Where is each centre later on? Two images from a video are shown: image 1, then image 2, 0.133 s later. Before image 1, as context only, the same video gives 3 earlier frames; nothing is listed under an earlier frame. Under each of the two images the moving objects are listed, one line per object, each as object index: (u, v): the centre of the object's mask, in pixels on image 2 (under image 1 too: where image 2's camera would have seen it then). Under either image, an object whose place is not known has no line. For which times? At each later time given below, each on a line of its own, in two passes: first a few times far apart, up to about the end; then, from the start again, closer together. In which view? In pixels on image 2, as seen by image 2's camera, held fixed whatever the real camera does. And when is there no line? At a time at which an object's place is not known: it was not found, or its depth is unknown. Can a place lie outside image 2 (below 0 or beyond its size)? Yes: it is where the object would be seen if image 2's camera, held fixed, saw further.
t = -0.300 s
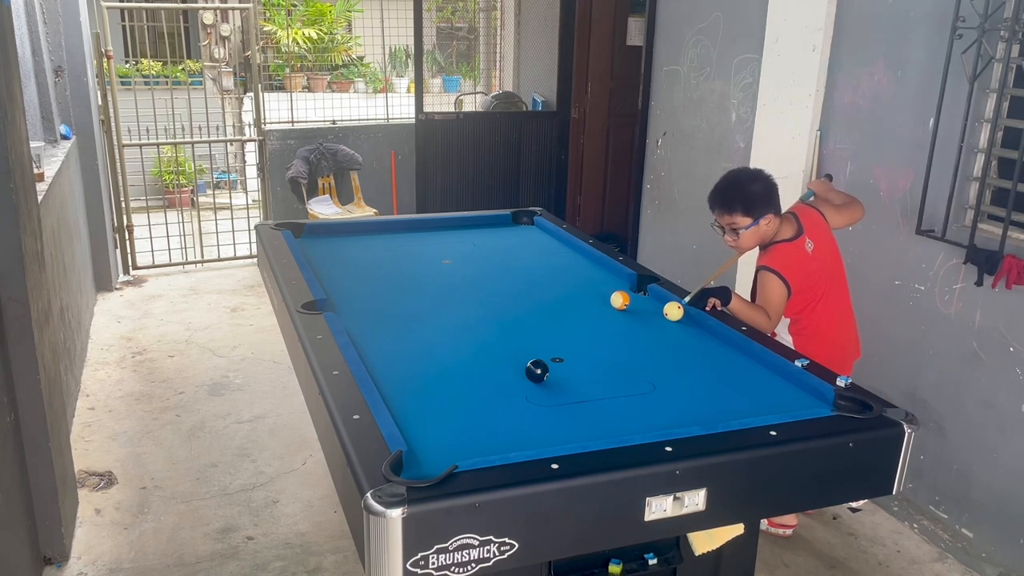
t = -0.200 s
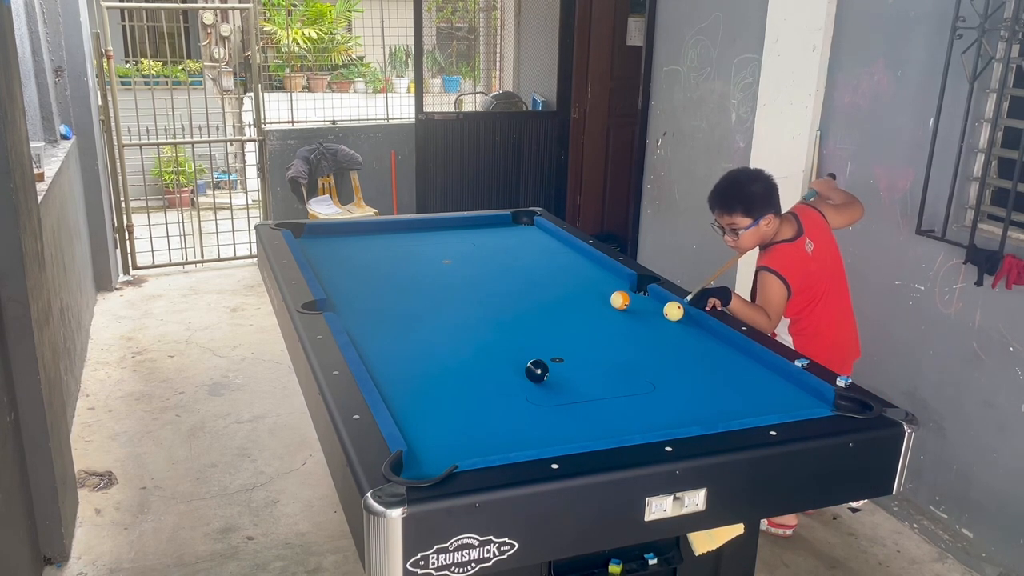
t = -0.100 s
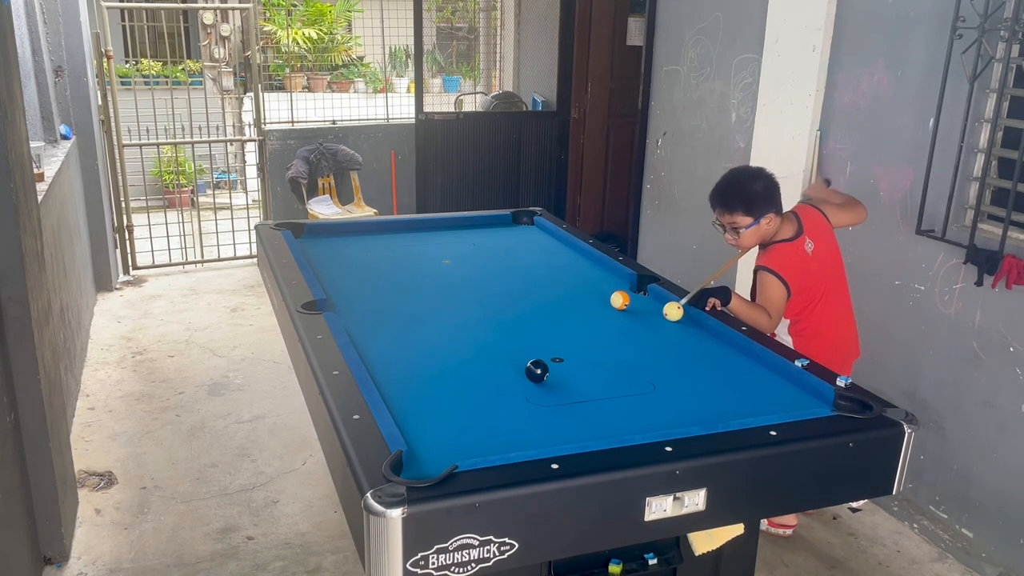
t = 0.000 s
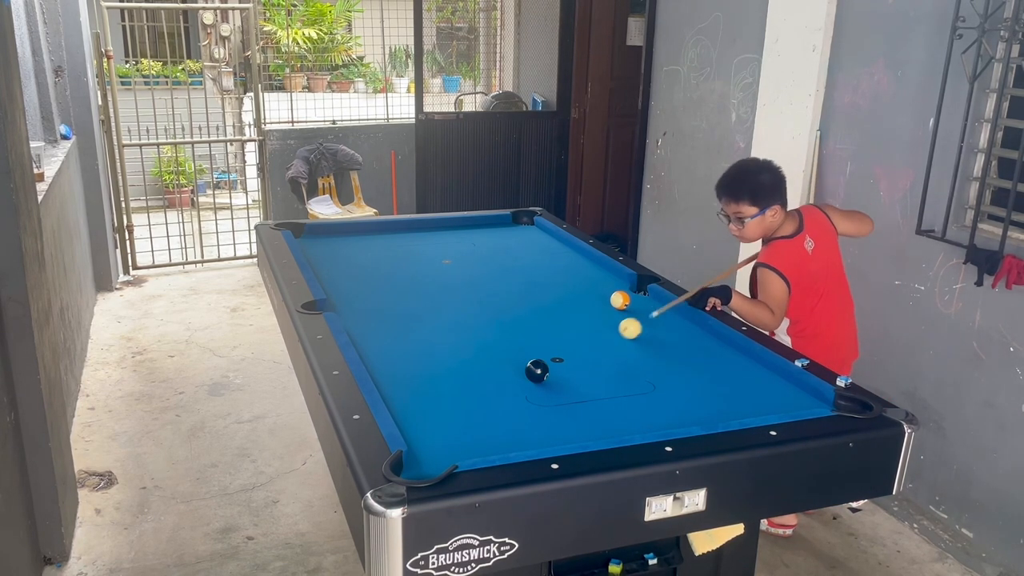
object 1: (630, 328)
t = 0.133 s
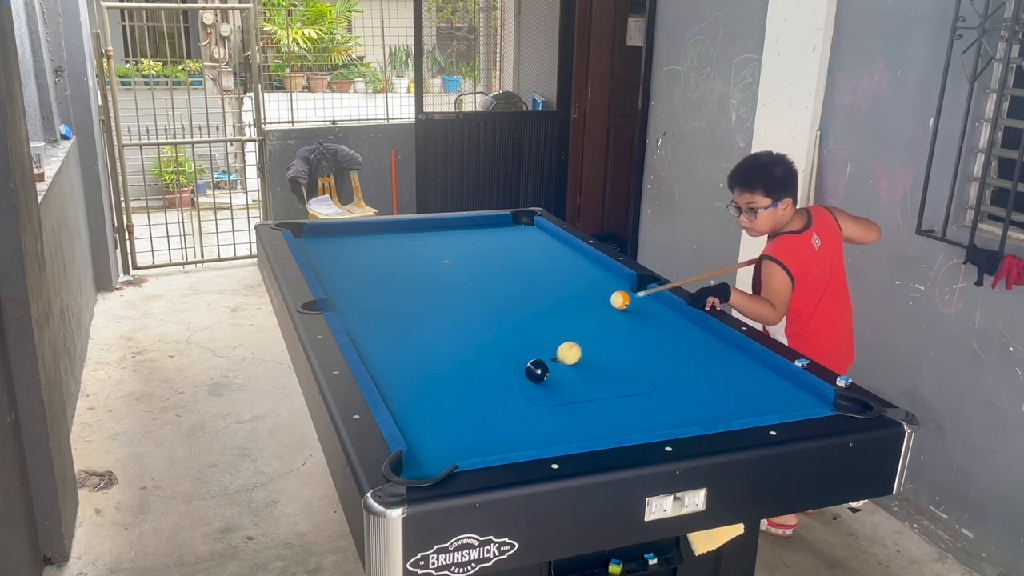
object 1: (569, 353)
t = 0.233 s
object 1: (533, 361)
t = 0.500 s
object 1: (455, 365)
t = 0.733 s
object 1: (385, 370)
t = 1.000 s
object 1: (412, 365)
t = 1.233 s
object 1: (442, 360)
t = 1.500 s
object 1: (472, 354)
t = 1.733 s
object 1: (494, 350)
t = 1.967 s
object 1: (515, 346)
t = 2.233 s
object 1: (535, 343)
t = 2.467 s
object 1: (550, 340)
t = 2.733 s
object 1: (565, 338)
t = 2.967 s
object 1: (576, 336)
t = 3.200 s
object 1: (585, 335)
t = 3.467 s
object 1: (592, 333)
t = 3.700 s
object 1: (597, 333)
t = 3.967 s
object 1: (599, 332)
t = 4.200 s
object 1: (599, 332)
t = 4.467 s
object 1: (599, 332)
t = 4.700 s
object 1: (599, 332)
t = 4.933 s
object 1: (599, 332)
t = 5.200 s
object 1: (599, 332)
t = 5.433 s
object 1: (599, 332)
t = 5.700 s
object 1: (599, 332)
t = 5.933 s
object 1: (599, 332)
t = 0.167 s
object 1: (554, 359)
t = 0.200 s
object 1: (543, 360)
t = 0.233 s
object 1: (533, 361)
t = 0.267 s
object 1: (524, 361)
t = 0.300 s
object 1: (515, 360)
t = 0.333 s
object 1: (505, 361)
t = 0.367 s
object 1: (495, 362)
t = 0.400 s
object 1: (486, 362)
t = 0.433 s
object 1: (475, 363)
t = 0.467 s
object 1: (465, 364)
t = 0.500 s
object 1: (455, 365)
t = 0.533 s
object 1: (445, 365)
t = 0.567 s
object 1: (435, 366)
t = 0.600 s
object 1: (425, 367)
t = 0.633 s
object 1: (415, 368)
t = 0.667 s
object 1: (405, 368)
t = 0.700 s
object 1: (395, 369)
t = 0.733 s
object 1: (385, 370)
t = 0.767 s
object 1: (377, 370)
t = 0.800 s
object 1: (383, 370)
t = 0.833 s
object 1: (388, 369)
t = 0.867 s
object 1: (393, 368)
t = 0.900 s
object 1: (398, 367)
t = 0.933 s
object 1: (403, 366)
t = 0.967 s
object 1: (407, 365)
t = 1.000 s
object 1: (412, 365)
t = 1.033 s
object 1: (417, 364)
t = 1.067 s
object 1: (421, 363)
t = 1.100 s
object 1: (425, 362)
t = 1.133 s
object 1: (429, 362)
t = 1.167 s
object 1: (434, 361)
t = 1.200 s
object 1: (438, 360)
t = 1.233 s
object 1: (442, 360)
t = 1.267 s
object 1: (446, 359)
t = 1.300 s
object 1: (450, 358)
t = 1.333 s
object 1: (454, 358)
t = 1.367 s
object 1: (457, 357)
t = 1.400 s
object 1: (461, 356)
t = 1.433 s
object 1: (465, 356)
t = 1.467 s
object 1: (468, 355)
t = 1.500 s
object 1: (472, 354)
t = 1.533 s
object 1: (475, 353)
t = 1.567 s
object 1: (478, 353)
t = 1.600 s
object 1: (482, 352)
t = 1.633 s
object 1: (485, 352)
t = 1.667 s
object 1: (488, 351)
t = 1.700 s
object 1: (492, 351)
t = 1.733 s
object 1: (494, 350)
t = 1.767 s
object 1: (497, 349)
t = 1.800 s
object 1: (501, 349)
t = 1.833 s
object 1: (503, 348)
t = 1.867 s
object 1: (506, 348)
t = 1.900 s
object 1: (509, 347)
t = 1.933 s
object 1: (512, 347)
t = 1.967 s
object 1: (515, 346)
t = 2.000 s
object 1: (518, 346)
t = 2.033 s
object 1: (520, 346)
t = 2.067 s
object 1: (523, 345)
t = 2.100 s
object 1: (525, 345)
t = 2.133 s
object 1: (528, 344)
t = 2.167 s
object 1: (530, 344)
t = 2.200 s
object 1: (533, 343)
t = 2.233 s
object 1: (535, 343)
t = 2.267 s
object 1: (537, 342)
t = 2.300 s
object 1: (540, 342)
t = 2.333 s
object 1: (542, 342)
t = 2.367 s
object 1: (544, 341)
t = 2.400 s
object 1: (546, 341)
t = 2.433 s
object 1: (548, 341)
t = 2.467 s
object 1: (550, 340)
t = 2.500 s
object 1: (552, 340)
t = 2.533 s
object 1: (554, 340)
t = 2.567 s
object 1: (556, 339)
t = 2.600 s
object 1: (558, 339)
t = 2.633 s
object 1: (560, 339)
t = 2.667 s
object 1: (562, 338)
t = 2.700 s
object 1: (564, 338)
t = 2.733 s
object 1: (565, 338)
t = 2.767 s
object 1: (567, 337)
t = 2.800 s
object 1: (568, 337)
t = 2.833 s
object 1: (570, 337)
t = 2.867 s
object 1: (571, 337)
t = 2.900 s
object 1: (573, 336)
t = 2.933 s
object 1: (575, 336)
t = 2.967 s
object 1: (576, 336)
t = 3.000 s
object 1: (577, 336)
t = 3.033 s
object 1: (579, 336)
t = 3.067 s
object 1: (580, 335)
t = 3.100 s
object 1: (581, 335)
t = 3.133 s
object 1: (582, 335)
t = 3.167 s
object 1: (583, 335)
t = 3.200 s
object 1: (585, 335)
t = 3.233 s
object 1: (586, 335)
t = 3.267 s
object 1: (587, 334)
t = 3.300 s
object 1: (588, 334)
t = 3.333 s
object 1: (589, 334)
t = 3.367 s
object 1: (590, 334)
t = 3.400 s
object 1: (590, 334)
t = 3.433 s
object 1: (591, 334)
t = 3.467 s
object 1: (592, 333)
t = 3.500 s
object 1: (593, 333)
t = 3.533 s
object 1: (593, 333)
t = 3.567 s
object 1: (594, 333)
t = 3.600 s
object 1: (595, 333)
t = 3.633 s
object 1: (595, 333)
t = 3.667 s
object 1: (596, 333)
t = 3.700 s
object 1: (597, 333)
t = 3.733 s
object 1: (597, 333)
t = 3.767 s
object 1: (597, 333)
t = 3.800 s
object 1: (598, 333)
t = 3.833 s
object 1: (598, 332)
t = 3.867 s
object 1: (599, 332)
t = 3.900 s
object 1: (599, 332)
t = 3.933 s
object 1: (599, 333)
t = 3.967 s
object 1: (599, 332)
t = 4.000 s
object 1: (599, 332)
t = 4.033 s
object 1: (600, 332)
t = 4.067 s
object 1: (600, 332)
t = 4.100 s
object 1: (600, 332)
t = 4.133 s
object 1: (600, 332)
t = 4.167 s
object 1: (600, 332)
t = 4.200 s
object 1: (599, 332)
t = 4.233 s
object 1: (599, 332)
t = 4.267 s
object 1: (600, 332)
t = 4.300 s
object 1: (599, 332)
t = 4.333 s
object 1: (599, 332)
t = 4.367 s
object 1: (599, 332)
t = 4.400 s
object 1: (599, 332)
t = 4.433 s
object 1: (599, 332)
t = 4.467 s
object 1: (599, 332)
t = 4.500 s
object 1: (599, 332)
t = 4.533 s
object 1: (599, 332)
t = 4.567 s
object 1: (599, 332)
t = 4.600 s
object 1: (599, 332)
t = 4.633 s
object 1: (599, 332)
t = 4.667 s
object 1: (599, 332)
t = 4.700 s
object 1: (599, 332)
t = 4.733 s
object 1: (599, 332)
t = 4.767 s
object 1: (599, 332)
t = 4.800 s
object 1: (599, 332)
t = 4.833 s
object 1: (599, 332)
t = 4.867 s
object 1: (599, 332)
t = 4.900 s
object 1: (599, 332)
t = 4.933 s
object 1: (599, 332)
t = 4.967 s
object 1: (599, 332)
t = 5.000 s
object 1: (599, 332)
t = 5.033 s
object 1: (599, 332)
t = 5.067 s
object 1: (599, 332)
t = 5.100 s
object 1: (599, 332)
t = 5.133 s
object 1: (599, 332)
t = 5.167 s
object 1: (599, 332)
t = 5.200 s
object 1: (599, 332)
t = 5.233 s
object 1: (599, 332)
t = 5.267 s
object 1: (599, 332)
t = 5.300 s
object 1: (599, 332)
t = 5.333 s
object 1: (599, 332)
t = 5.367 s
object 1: (599, 332)
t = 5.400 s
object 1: (599, 332)
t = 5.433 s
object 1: (599, 332)
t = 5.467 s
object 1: (599, 332)
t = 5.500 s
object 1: (599, 332)
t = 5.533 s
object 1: (599, 332)
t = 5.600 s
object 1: (599, 332)
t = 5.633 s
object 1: (599, 332)
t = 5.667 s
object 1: (599, 332)
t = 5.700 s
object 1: (599, 332)
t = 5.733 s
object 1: (599, 332)
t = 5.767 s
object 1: (599, 332)
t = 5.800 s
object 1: (599, 332)
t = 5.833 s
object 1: (599, 332)
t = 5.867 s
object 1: (599, 332)
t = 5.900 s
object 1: (599, 332)
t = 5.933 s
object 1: (599, 332)
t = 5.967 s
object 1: (599, 332)
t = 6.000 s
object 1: (599, 332)
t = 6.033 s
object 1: (599, 332)
